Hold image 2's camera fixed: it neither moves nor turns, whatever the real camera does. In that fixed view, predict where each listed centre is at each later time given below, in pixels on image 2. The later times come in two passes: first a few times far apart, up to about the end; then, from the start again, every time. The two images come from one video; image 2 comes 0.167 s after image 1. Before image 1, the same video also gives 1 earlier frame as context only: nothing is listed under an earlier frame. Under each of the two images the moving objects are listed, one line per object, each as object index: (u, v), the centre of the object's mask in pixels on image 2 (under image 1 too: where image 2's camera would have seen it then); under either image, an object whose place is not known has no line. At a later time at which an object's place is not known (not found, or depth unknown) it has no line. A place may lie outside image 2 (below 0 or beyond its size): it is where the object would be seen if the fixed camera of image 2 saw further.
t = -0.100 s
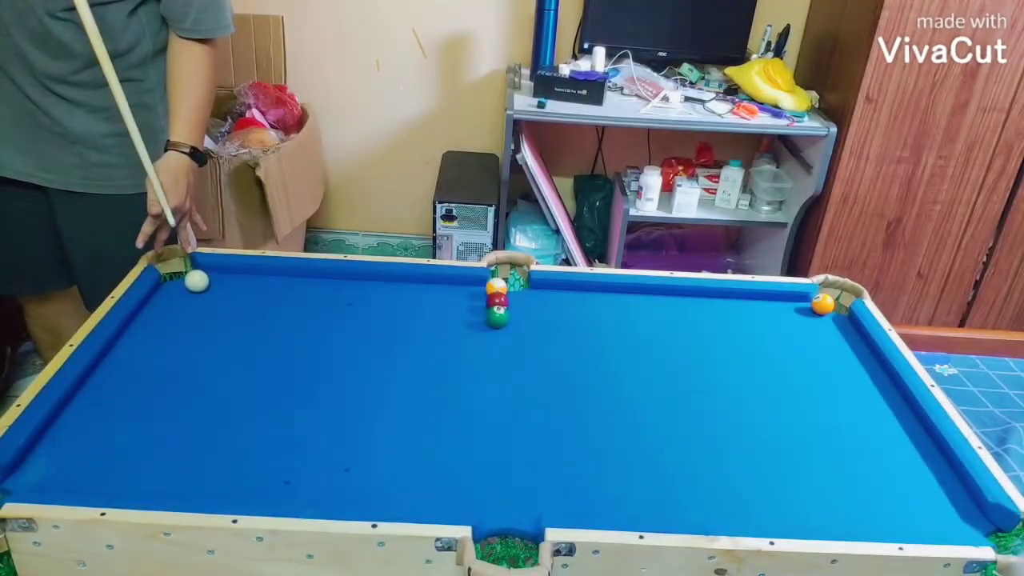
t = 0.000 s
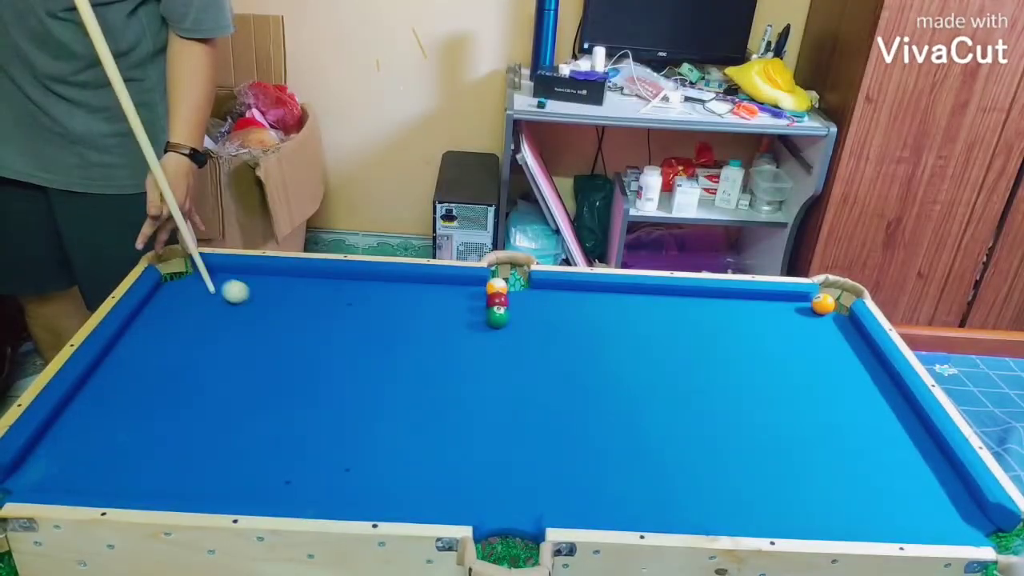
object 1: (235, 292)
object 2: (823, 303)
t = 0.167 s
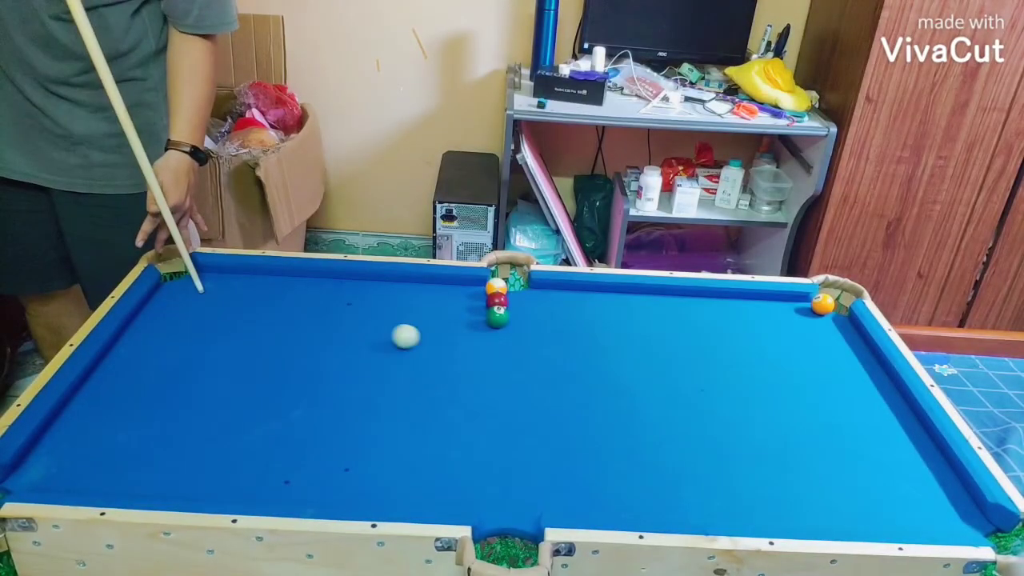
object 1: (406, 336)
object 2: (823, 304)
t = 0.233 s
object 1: (451, 345)
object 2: (823, 304)
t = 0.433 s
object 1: (565, 359)
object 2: (823, 304)
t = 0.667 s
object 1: (638, 350)
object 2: (823, 304)
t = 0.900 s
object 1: (691, 332)
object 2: (823, 304)
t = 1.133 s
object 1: (742, 316)
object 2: (823, 304)
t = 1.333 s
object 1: (776, 305)
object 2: (823, 304)
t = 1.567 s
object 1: (804, 303)
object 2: (835, 306)
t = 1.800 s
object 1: (813, 306)
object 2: (831, 301)
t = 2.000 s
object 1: (817, 309)
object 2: (826, 296)
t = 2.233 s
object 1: (821, 312)
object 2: (834, 298)
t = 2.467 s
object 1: (822, 315)
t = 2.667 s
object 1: (824, 316)
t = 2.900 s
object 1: (825, 316)
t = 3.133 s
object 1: (825, 315)
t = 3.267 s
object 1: (825, 315)
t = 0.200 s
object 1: (429, 341)
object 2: (823, 304)
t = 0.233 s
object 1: (451, 345)
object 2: (823, 304)
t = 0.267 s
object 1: (473, 349)
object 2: (823, 304)
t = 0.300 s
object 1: (494, 352)
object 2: (823, 303)
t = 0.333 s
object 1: (513, 355)
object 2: (823, 303)
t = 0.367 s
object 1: (531, 357)
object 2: (823, 303)
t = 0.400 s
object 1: (549, 358)
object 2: (823, 304)
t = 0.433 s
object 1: (565, 359)
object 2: (823, 304)
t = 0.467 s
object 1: (579, 359)
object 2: (823, 304)
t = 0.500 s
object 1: (593, 358)
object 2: (823, 304)
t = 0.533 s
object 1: (599, 358)
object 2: (823, 304)
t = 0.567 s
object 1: (610, 357)
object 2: (823, 304)
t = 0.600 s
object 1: (621, 355)
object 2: (823, 304)
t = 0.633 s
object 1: (630, 352)
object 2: (823, 304)
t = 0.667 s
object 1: (638, 350)
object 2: (823, 304)
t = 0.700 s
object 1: (646, 347)
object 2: (823, 304)
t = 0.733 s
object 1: (653, 344)
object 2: (823, 304)
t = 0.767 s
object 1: (661, 342)
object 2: (823, 304)
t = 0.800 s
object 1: (669, 339)
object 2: (823, 304)
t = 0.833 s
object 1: (677, 337)
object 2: (823, 304)
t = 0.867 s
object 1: (684, 334)
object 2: (823, 304)
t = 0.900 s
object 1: (691, 332)
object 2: (823, 304)
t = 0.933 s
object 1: (698, 330)
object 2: (823, 304)
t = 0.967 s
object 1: (705, 328)
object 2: (823, 304)
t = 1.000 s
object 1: (712, 325)
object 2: (823, 304)
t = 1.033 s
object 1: (719, 323)
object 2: (823, 304)
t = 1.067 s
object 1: (726, 321)
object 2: (823, 304)
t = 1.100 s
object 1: (732, 319)
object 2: (823, 304)
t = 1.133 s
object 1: (742, 316)
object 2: (823, 304)
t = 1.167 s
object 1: (745, 315)
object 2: (823, 304)
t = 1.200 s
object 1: (752, 313)
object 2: (823, 304)
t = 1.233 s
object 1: (758, 311)
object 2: (823, 304)
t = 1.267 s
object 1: (764, 309)
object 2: (823, 304)
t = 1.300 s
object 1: (770, 307)
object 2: (823, 304)
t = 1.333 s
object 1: (776, 305)
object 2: (823, 304)
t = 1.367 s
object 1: (782, 303)
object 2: (823, 304)
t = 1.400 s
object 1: (787, 301)
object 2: (823, 304)
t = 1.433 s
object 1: (793, 300)
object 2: (823, 304)
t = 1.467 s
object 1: (799, 302)
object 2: (823, 303)
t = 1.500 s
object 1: (801, 302)
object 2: (827, 304)
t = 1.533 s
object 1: (802, 303)
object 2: (832, 305)
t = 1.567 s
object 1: (804, 303)
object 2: (835, 306)
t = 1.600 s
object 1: (805, 304)
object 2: (837, 306)
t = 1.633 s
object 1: (807, 304)
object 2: (836, 305)
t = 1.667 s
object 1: (808, 305)
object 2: (834, 304)
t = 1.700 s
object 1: (810, 305)
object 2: (833, 303)
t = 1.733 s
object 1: (811, 306)
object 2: (831, 302)
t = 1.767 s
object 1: (812, 306)
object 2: (831, 301)
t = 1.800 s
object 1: (813, 306)
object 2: (831, 301)
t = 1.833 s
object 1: (813, 307)
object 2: (830, 300)
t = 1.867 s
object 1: (814, 307)
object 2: (829, 299)
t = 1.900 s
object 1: (815, 308)
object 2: (829, 297)
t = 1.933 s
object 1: (815, 308)
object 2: (828, 297)
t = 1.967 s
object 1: (816, 309)
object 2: (826, 296)
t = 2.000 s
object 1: (817, 309)
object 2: (826, 296)
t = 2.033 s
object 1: (817, 310)
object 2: (826, 296)
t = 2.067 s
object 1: (818, 310)
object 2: (827, 296)
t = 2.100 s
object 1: (819, 311)
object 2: (828, 296)
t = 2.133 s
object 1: (819, 311)
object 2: (830, 296)
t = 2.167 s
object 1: (820, 312)
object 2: (830, 297)
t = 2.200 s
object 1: (820, 312)
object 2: (831, 297)
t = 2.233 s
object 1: (821, 312)
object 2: (834, 298)
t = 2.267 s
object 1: (821, 313)
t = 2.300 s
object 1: (821, 313)
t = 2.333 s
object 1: (821, 314)
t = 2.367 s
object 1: (822, 314)
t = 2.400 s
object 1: (822, 314)
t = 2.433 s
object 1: (822, 314)
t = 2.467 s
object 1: (822, 315)
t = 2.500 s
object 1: (823, 315)
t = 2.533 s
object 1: (823, 315)
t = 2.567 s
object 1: (823, 315)
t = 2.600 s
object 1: (824, 315)
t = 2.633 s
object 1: (824, 316)
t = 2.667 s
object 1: (824, 316)
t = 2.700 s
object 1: (824, 316)
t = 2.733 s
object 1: (824, 316)
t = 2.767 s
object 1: (825, 316)
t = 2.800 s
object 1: (824, 316)
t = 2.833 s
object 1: (825, 316)
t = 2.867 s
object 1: (825, 316)
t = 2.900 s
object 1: (825, 316)
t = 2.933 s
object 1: (825, 316)
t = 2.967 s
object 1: (825, 316)
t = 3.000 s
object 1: (825, 316)
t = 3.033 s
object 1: (825, 315)
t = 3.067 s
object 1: (825, 315)
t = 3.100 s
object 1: (825, 315)
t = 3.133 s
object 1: (825, 315)
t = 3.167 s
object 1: (825, 316)
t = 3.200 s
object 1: (825, 316)
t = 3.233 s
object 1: (825, 315)
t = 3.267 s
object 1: (825, 315)
